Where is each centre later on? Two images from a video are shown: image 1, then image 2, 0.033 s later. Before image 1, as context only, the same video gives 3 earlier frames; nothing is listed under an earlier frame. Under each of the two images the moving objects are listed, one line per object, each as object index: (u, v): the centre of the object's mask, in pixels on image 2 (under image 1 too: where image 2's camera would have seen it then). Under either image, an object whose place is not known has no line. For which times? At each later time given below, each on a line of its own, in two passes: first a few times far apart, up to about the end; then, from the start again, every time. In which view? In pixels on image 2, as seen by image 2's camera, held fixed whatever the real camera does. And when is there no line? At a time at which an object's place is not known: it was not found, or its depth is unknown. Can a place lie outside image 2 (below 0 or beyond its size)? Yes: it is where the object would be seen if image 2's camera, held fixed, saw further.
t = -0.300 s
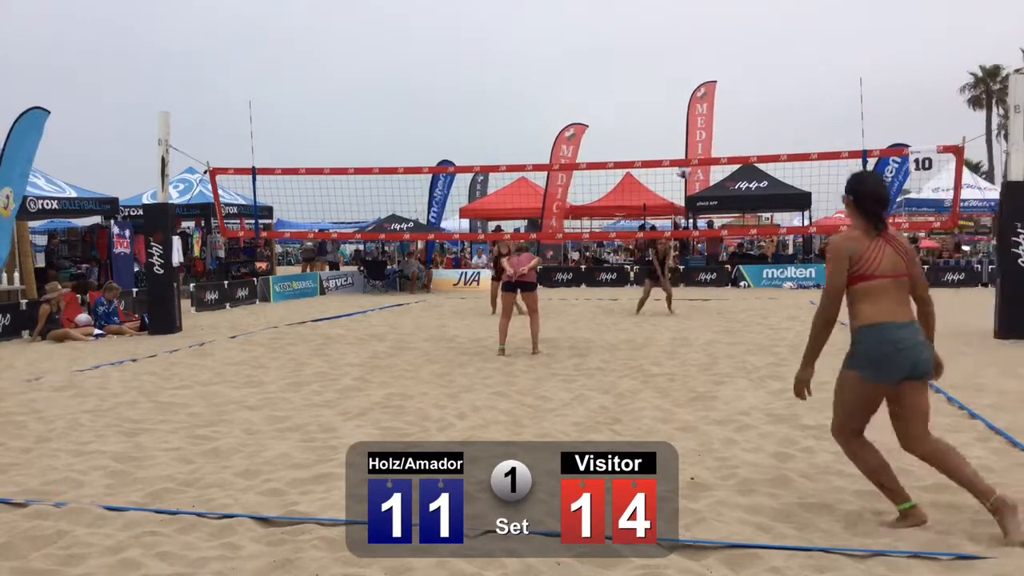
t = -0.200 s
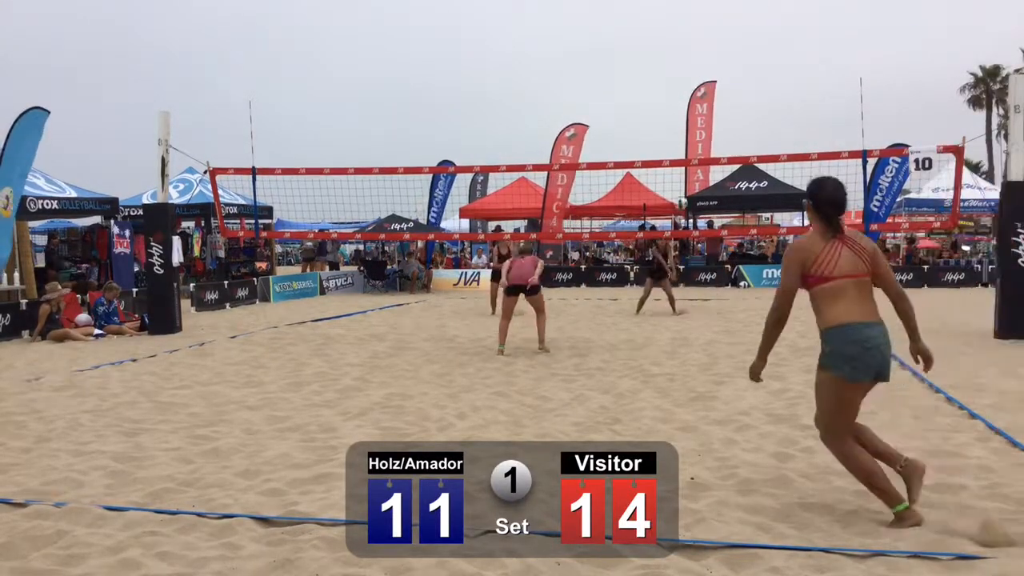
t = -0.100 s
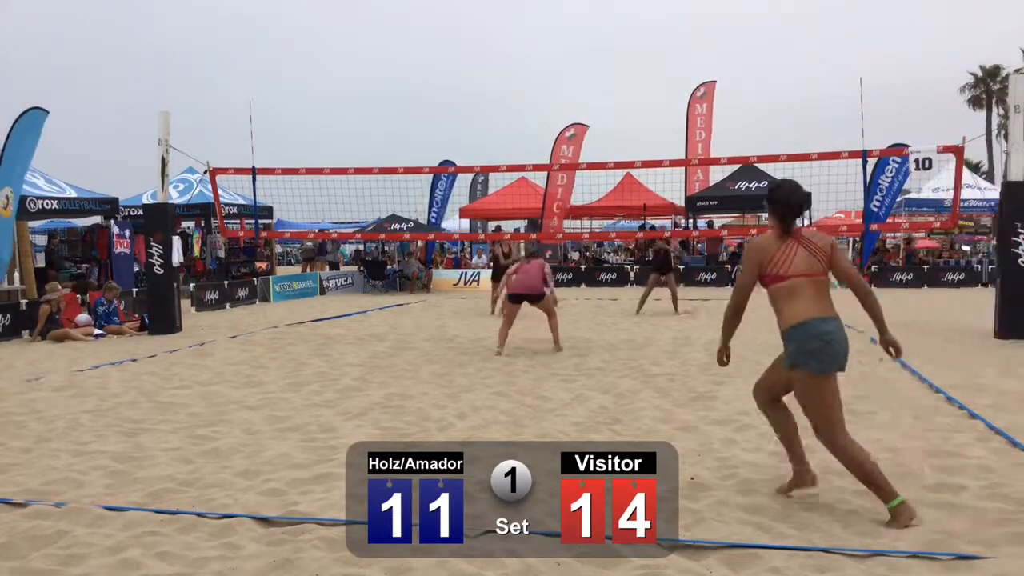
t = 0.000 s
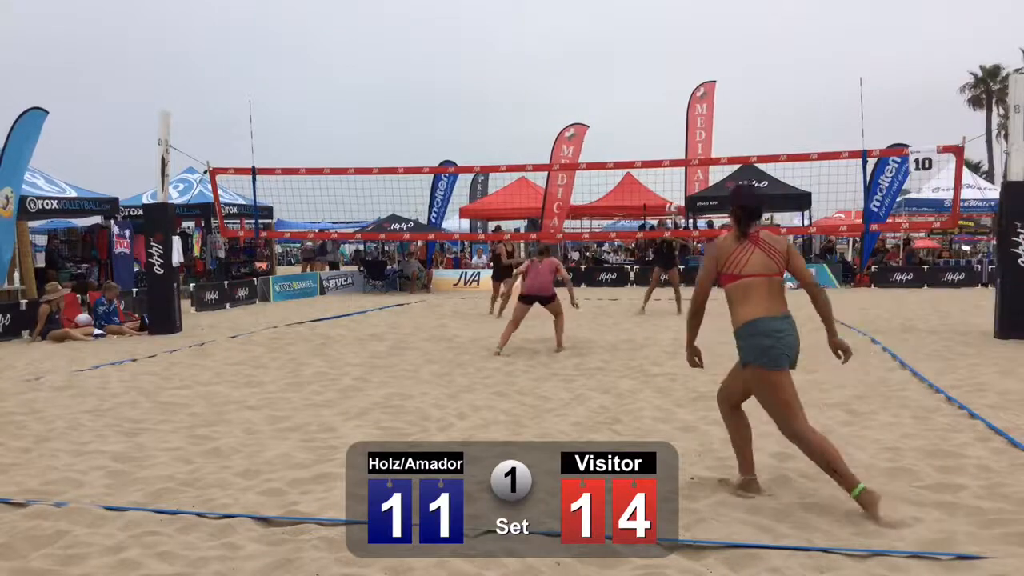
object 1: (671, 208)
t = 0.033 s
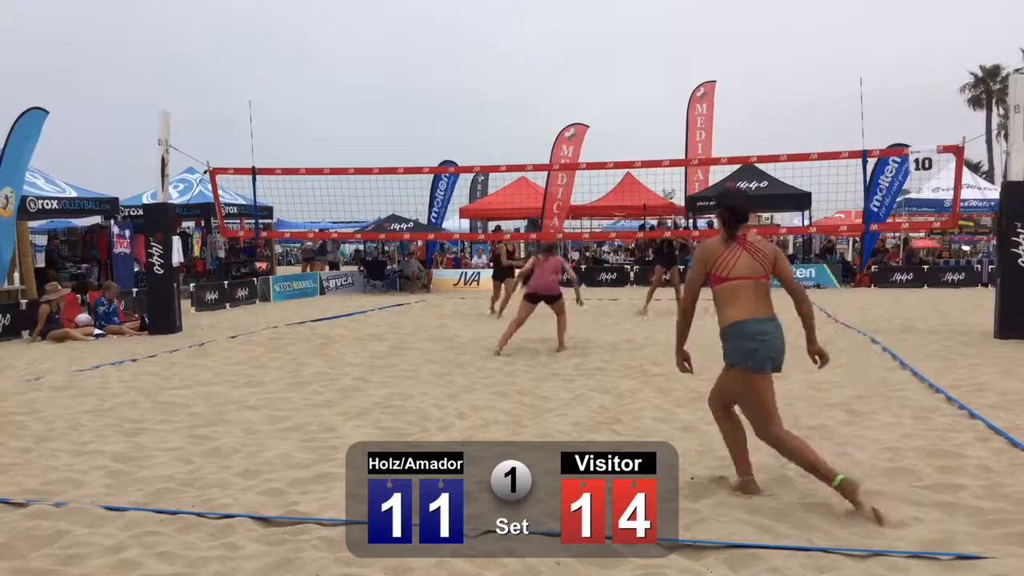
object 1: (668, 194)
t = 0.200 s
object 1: (655, 128)
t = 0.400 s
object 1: (640, 69)
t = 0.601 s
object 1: (625, 31)
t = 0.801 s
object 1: (610, 18)
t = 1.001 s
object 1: (596, 28)
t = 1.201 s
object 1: (583, 62)
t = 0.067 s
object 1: (666, 180)
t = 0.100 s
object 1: (663, 169)
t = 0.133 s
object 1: (661, 153)
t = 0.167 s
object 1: (658, 140)
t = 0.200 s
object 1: (655, 128)
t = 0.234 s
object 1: (653, 117)
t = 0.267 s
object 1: (651, 106)
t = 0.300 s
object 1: (648, 96)
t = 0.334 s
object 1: (646, 86)
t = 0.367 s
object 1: (643, 78)
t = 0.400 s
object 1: (640, 69)
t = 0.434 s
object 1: (638, 61)
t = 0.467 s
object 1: (635, 53)
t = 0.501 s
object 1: (633, 47)
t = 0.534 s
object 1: (631, 41)
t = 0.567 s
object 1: (628, 37)
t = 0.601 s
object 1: (625, 31)
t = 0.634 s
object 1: (623, 28)
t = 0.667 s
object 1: (620, 23)
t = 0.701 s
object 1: (618, 22)
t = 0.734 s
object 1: (616, 19)
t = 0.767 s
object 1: (613, 18)
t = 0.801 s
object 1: (610, 18)
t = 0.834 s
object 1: (608, 18)
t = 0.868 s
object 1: (606, 18)
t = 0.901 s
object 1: (603, 19)
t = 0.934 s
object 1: (601, 21)
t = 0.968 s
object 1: (598, 24)
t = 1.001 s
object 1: (596, 28)
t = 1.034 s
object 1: (594, 31)
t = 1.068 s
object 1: (592, 37)
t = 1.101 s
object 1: (589, 41)
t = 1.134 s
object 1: (588, 48)
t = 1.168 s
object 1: (585, 54)
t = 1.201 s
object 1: (583, 62)
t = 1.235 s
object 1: (582, 70)
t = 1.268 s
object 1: (579, 78)
